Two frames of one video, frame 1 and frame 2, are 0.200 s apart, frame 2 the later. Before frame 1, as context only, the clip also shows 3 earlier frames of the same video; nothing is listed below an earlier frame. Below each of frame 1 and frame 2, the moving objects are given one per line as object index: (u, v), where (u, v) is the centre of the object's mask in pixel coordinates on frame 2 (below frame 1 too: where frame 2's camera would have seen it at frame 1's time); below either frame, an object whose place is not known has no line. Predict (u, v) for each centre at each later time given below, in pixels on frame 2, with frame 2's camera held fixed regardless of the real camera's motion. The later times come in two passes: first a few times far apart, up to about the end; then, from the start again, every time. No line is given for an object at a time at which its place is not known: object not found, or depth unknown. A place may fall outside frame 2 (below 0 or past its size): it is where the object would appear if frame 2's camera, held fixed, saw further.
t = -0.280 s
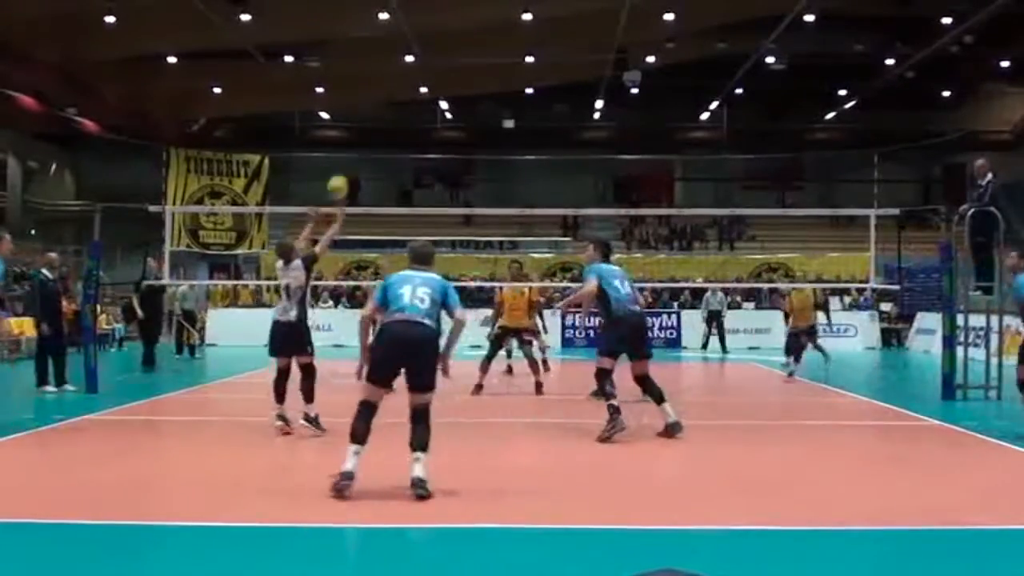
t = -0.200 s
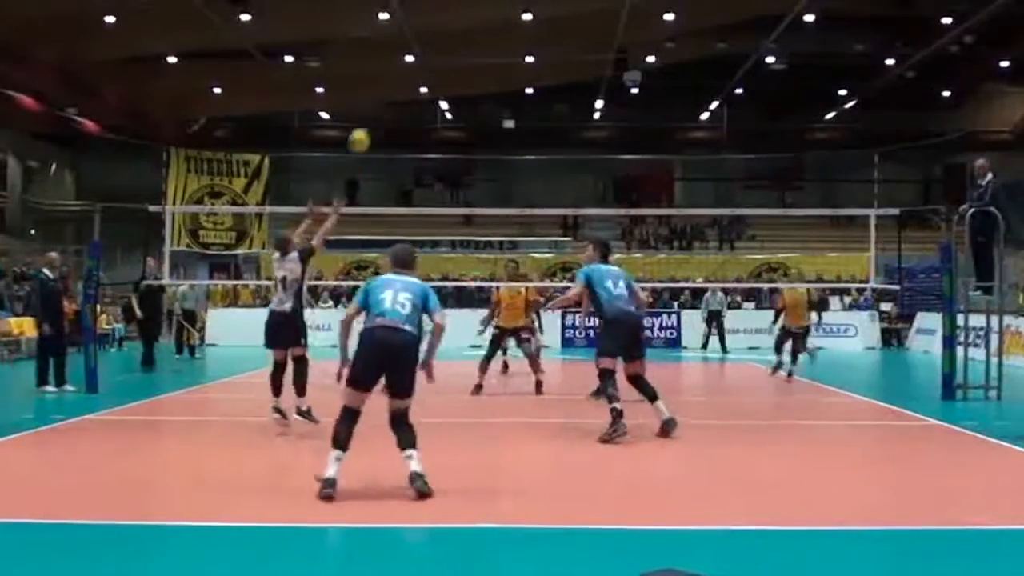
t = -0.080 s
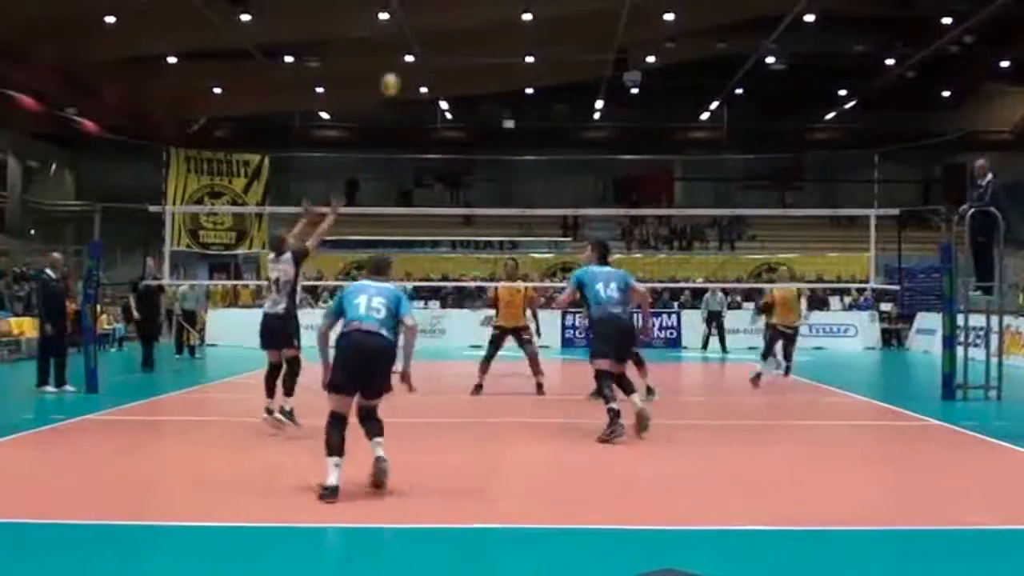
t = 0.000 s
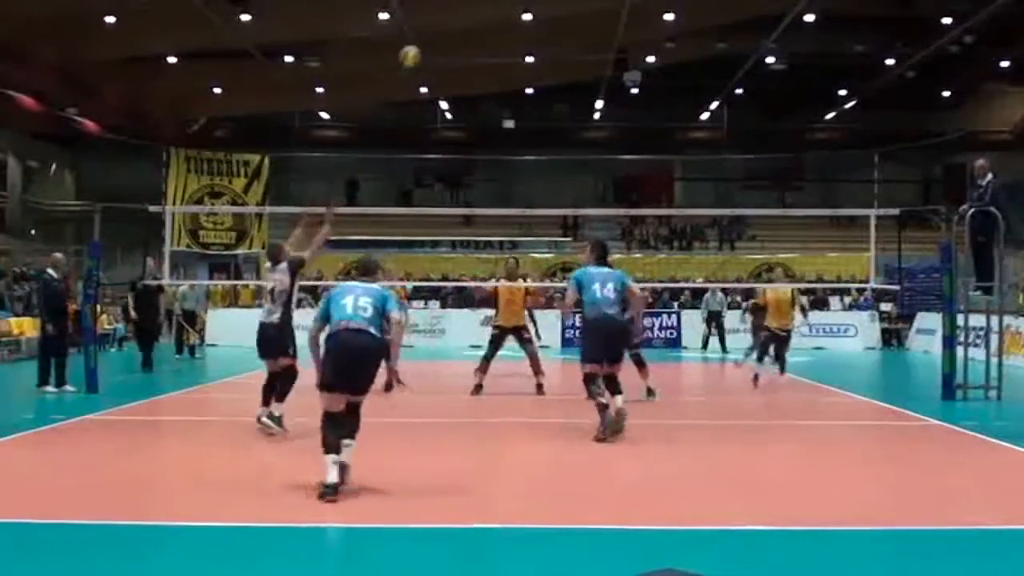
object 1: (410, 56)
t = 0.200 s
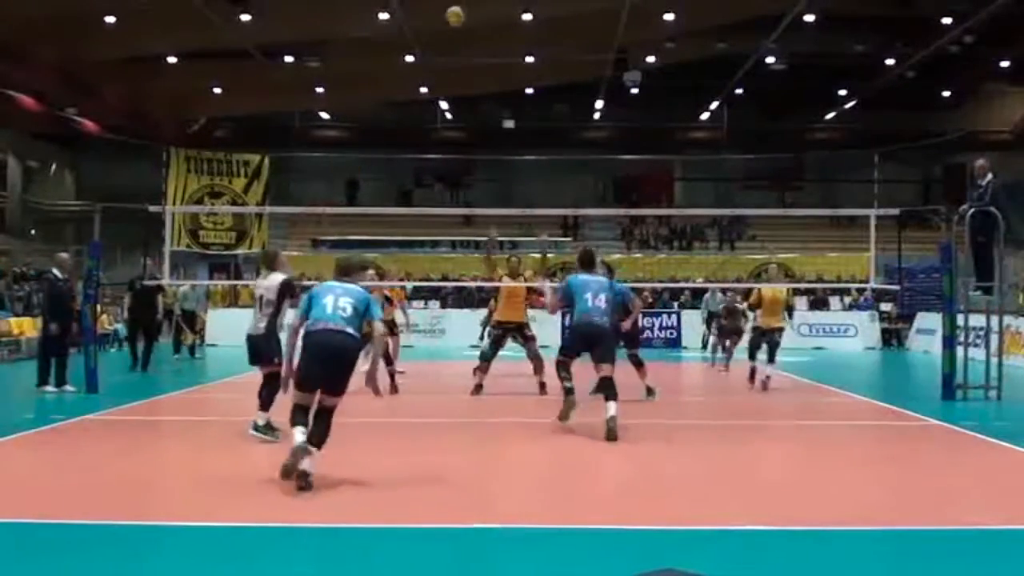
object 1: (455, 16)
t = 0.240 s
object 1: (463, 13)
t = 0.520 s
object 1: (517, 30)
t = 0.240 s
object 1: (463, 13)
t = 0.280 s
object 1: (471, 11)
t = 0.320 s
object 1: (479, 10)
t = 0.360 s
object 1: (488, 12)
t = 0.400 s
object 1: (495, 14)
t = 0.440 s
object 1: (502, 18)
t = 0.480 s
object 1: (510, 23)
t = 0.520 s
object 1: (517, 30)
